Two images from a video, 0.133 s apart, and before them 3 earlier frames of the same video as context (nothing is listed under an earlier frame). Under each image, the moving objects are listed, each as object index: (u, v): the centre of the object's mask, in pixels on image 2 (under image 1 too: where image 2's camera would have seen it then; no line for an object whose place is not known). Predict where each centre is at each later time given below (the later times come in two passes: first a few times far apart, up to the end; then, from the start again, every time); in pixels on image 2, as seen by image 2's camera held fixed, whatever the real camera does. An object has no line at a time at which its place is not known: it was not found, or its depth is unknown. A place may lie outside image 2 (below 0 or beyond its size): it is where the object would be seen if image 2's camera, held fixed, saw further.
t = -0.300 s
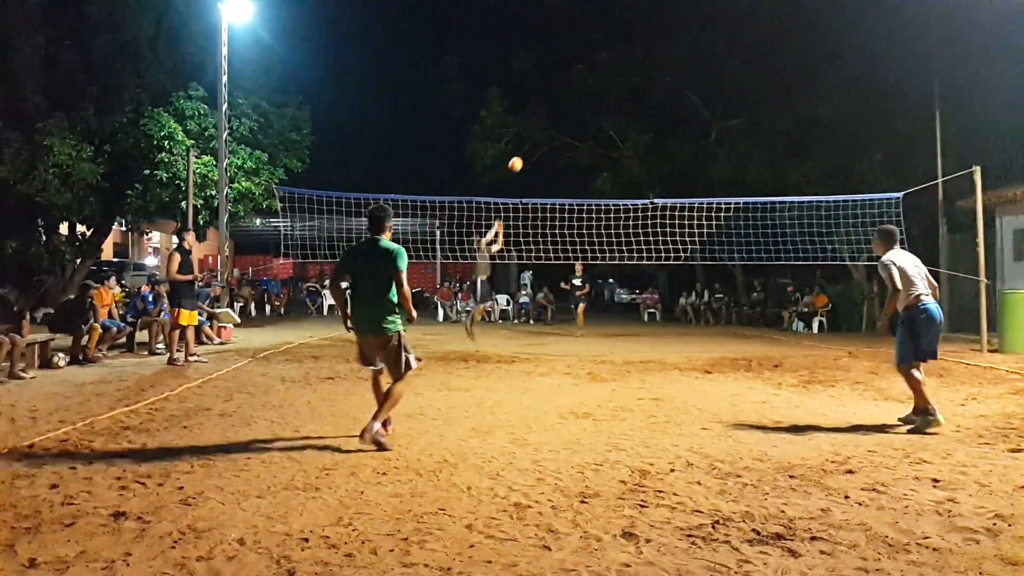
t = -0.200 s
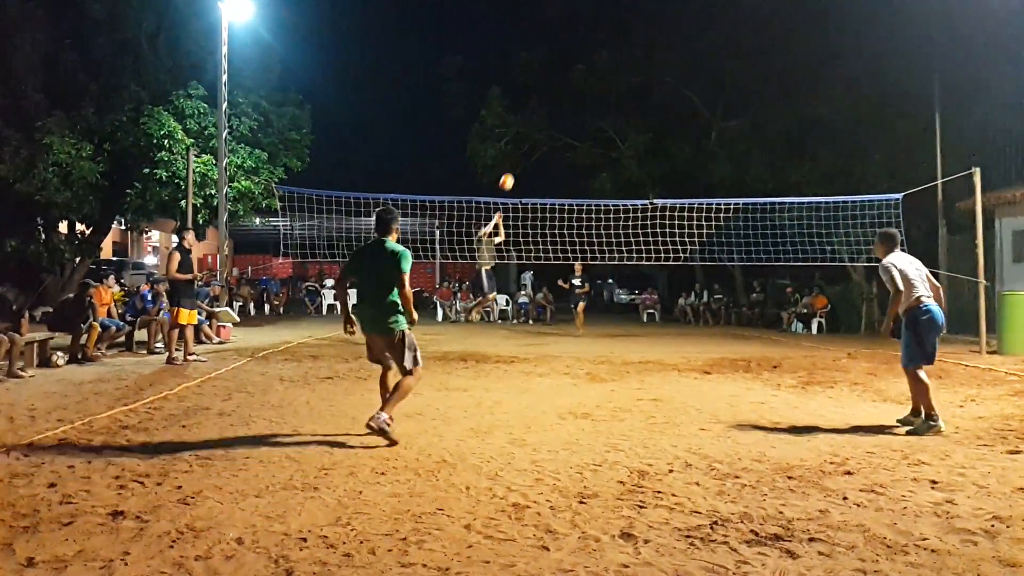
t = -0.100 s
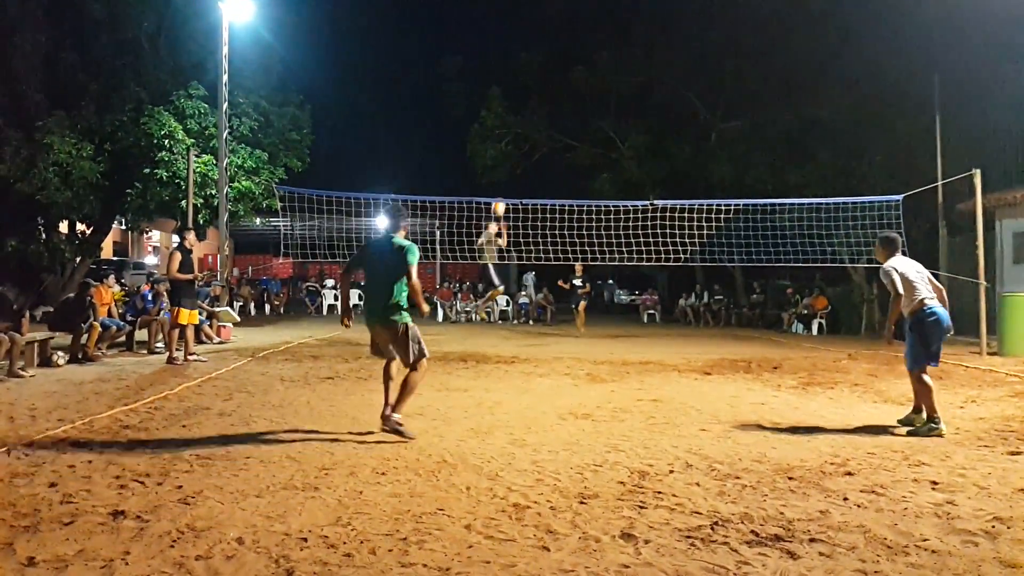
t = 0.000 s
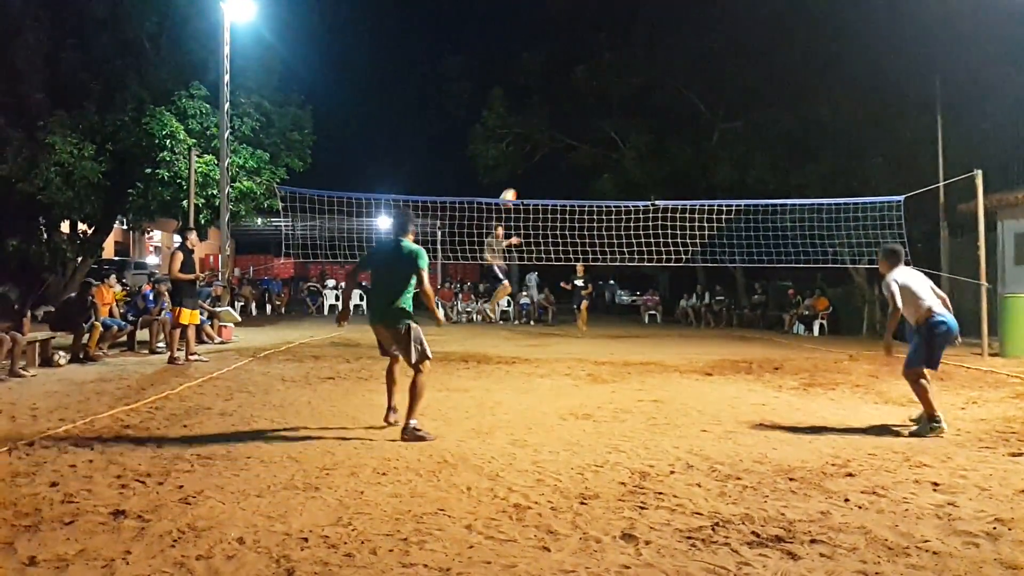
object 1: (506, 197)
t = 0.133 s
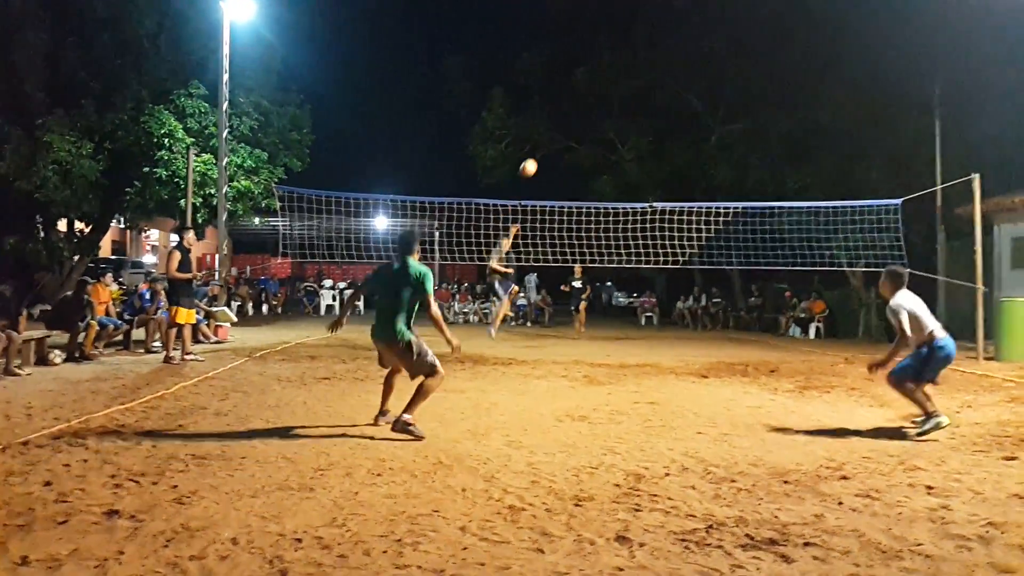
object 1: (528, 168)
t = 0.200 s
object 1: (542, 155)
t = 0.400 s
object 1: (589, 128)
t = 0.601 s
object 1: (655, 129)
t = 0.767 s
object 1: (736, 164)
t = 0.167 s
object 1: (535, 161)
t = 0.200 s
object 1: (542, 155)
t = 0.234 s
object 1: (549, 149)
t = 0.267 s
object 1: (556, 144)
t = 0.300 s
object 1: (564, 139)
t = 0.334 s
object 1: (572, 135)
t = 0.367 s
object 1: (580, 131)
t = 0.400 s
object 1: (589, 128)
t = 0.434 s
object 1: (598, 126)
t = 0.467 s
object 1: (608, 124)
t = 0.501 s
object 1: (618, 124)
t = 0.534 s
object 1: (630, 125)
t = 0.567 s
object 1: (642, 126)
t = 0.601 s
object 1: (655, 129)
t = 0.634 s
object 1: (669, 133)
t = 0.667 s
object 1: (684, 138)
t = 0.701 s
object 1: (700, 145)
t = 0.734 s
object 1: (718, 154)
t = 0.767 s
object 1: (736, 164)
